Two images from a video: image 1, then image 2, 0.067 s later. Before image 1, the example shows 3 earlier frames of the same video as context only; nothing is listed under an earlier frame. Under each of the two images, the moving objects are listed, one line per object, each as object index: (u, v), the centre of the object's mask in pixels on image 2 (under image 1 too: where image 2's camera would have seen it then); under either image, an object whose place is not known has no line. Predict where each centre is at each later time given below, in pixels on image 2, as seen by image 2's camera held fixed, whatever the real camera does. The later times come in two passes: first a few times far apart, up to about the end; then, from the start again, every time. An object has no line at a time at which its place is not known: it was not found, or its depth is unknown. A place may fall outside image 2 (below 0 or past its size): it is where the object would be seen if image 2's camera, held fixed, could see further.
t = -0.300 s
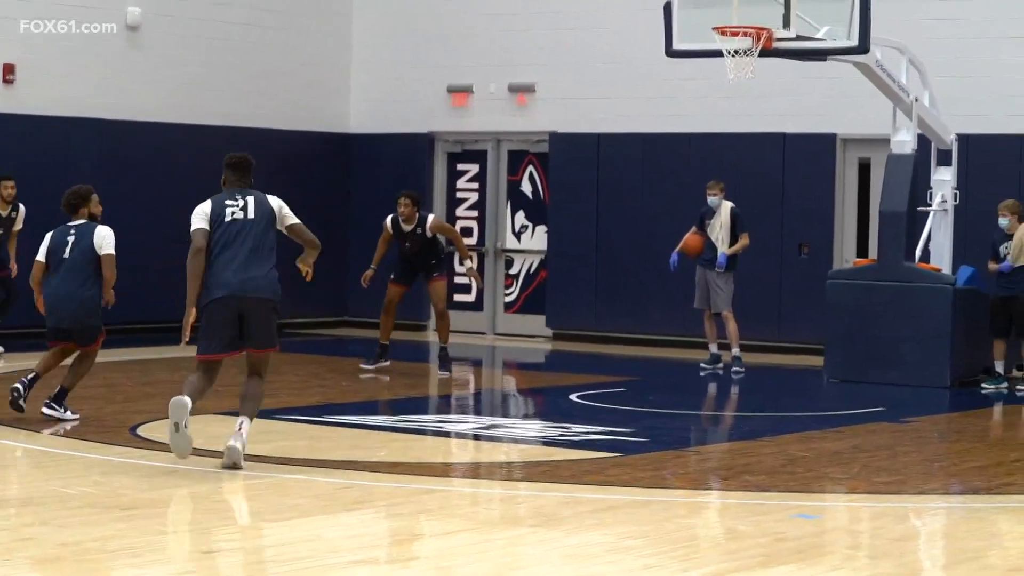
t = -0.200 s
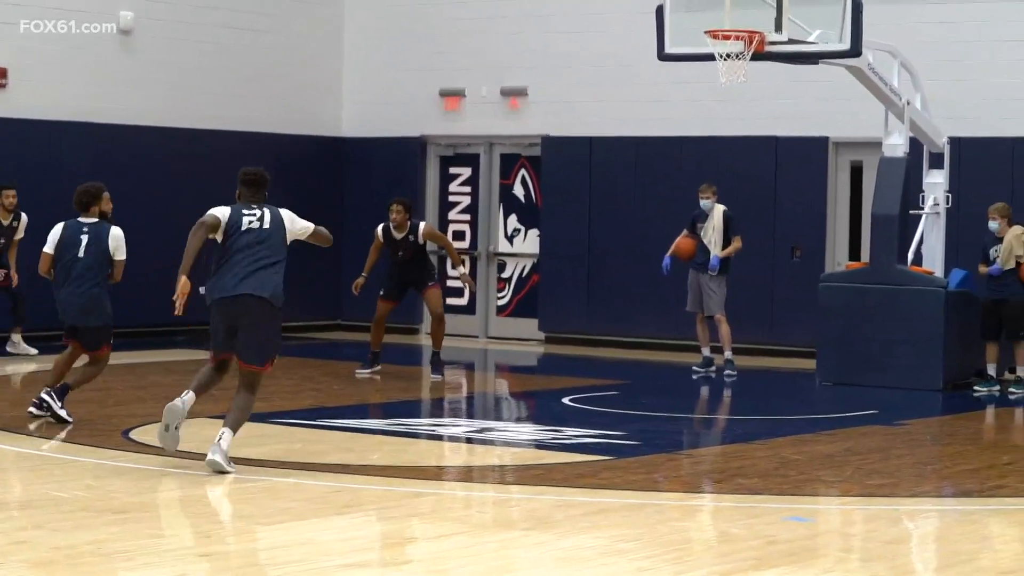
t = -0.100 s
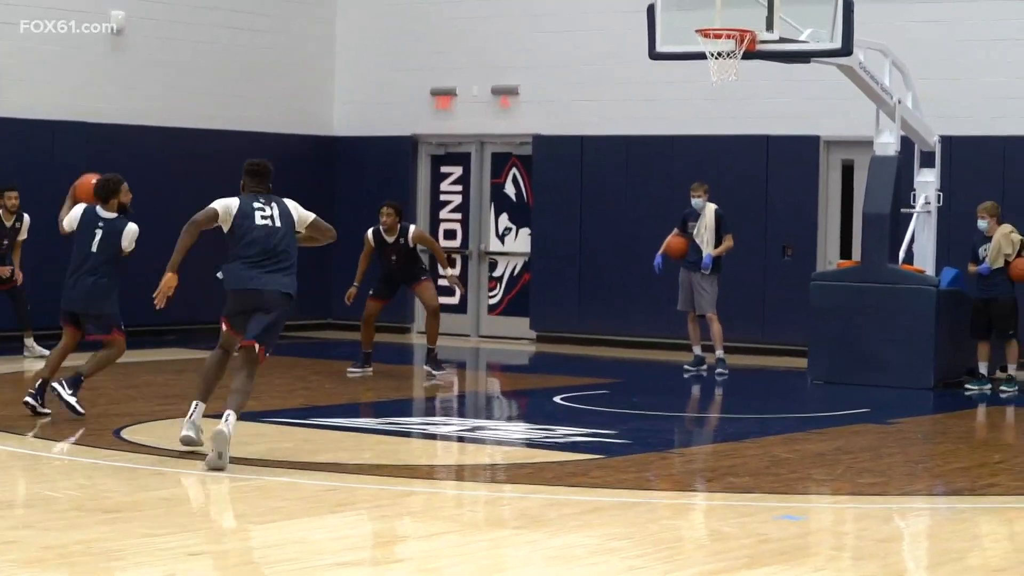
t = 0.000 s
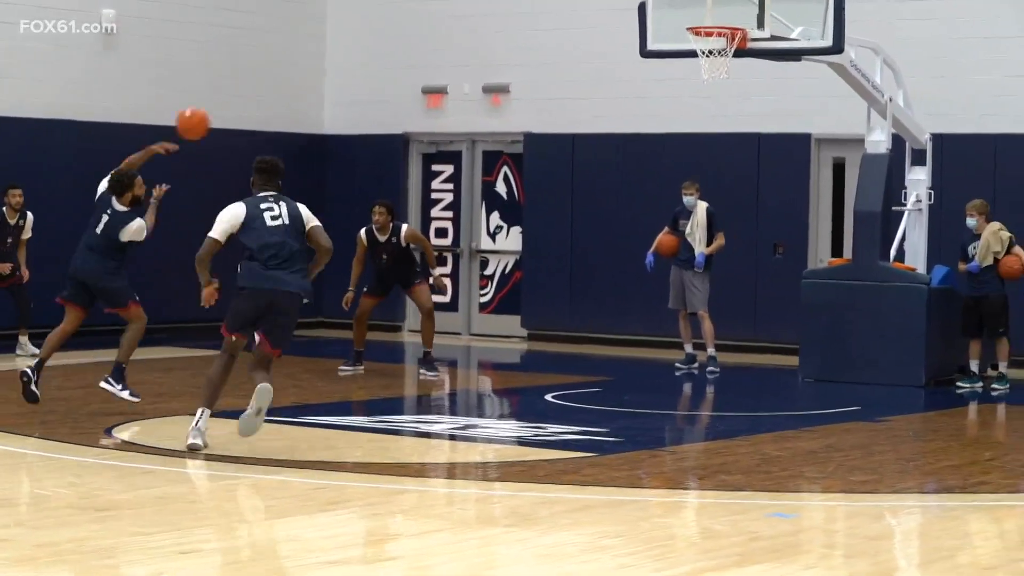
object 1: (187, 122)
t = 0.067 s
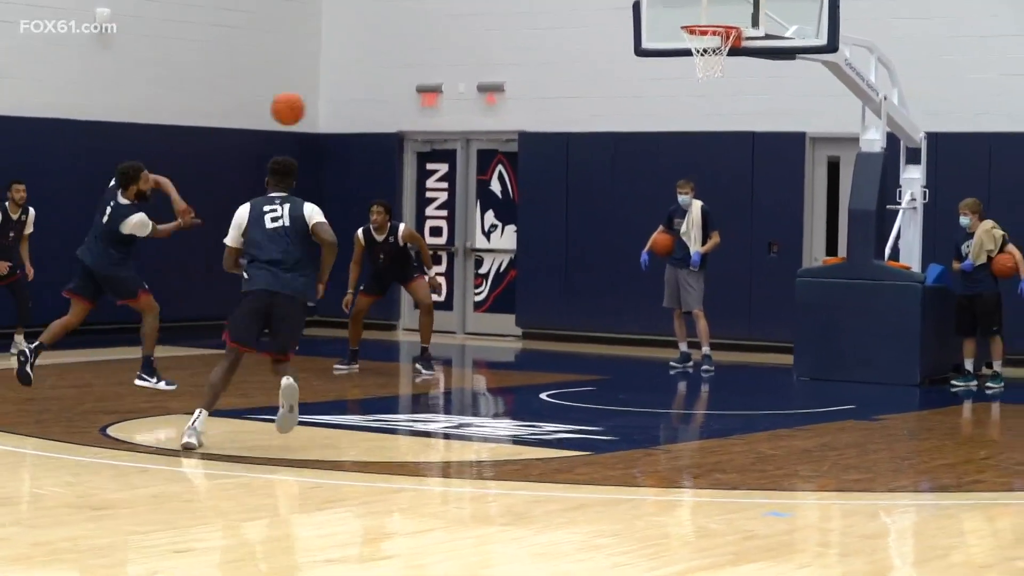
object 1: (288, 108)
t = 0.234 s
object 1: (546, 96)
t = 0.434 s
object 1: (865, 123)
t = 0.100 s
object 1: (338, 104)
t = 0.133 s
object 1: (390, 100)
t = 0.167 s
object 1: (442, 97)
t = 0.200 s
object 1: (494, 95)
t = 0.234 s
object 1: (546, 96)
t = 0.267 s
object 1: (599, 97)
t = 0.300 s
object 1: (651, 100)
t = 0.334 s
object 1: (704, 104)
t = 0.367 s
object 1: (758, 110)
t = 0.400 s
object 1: (811, 116)
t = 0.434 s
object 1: (865, 123)
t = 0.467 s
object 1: (920, 133)
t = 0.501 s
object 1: (975, 143)
